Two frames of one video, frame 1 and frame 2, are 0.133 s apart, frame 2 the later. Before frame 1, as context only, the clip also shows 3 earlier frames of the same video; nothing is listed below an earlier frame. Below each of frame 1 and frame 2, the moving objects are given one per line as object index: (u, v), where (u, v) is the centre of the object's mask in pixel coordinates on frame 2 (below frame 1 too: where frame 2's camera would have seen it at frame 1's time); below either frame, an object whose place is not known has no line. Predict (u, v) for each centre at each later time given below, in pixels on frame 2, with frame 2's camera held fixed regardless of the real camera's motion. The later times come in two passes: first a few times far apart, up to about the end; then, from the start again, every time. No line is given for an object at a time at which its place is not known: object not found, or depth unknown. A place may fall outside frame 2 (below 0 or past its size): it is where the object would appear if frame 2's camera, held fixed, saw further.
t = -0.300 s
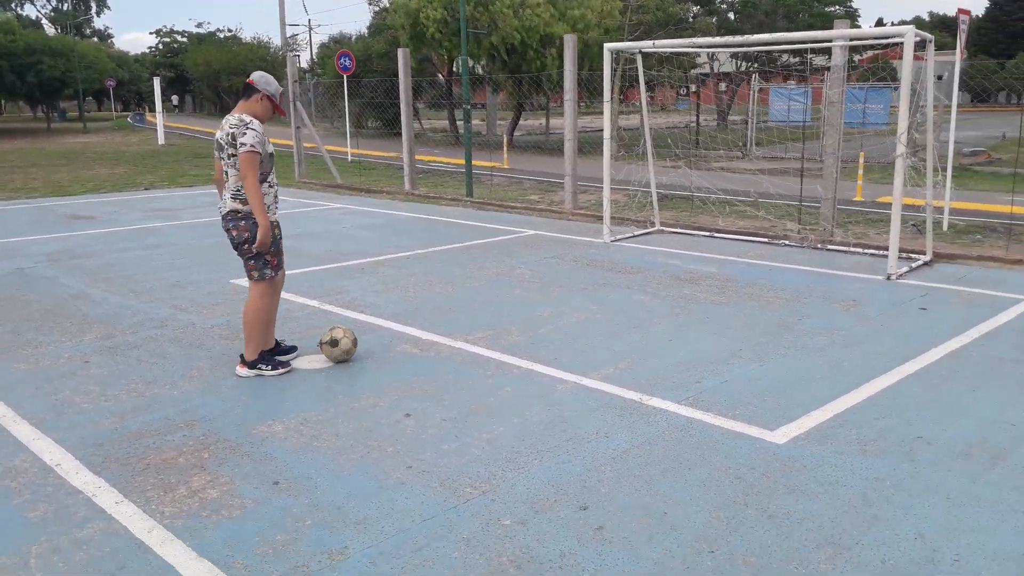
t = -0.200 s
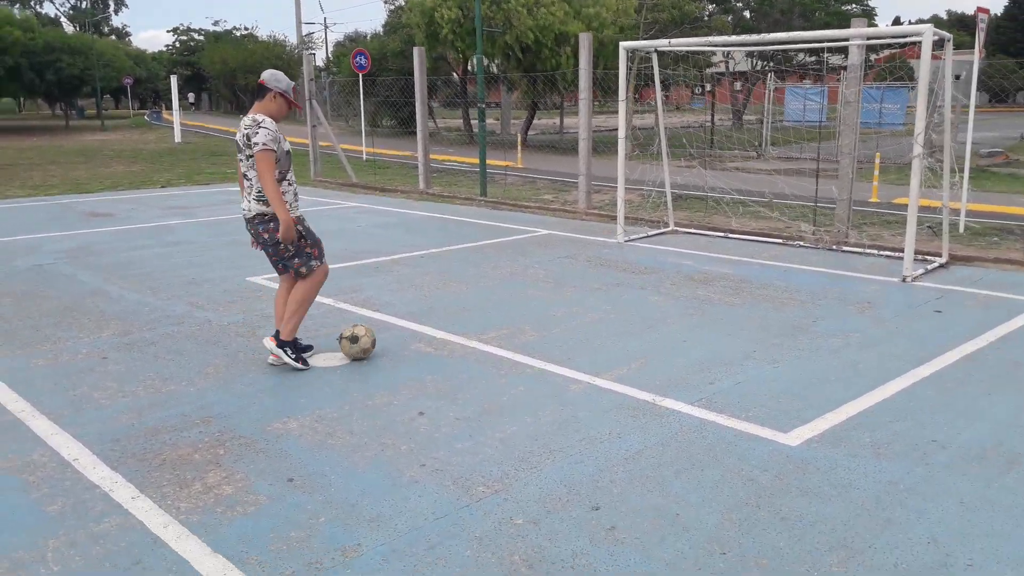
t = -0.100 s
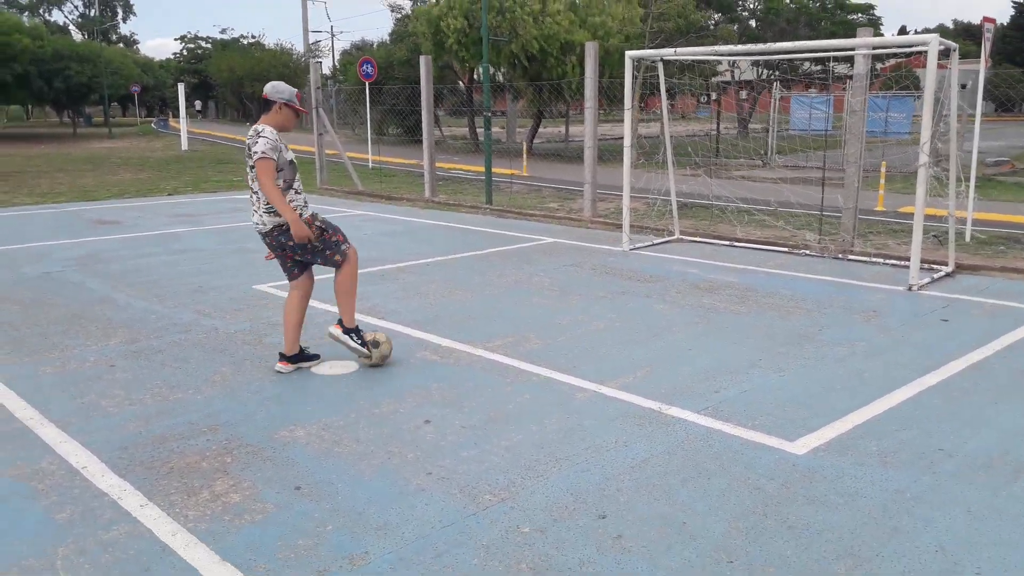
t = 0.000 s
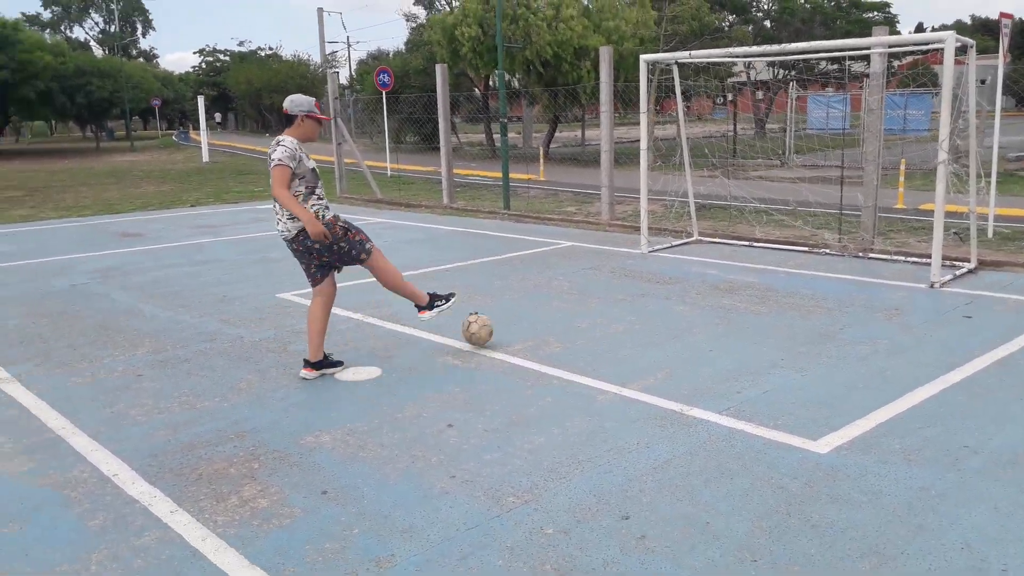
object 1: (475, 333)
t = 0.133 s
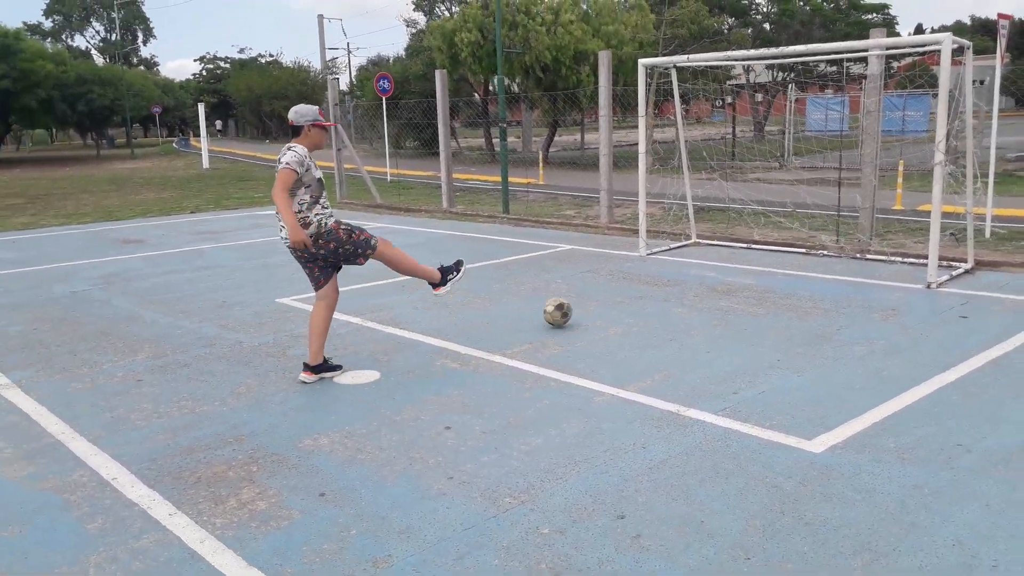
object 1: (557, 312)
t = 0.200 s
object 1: (588, 304)
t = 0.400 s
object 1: (657, 287)
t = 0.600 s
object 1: (709, 272)
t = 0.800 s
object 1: (754, 259)
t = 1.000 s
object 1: (790, 249)
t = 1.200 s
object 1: (820, 220)
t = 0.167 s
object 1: (573, 307)
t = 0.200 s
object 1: (588, 304)
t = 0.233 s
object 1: (603, 302)
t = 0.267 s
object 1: (616, 299)
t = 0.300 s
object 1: (626, 294)
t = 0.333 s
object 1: (637, 290)
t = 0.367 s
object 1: (647, 288)
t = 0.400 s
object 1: (657, 287)
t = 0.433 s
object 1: (667, 284)
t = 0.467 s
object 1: (676, 280)
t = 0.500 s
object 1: (684, 277)
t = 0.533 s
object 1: (693, 274)
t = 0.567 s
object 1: (702, 274)
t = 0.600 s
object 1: (709, 272)
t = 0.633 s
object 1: (717, 268)
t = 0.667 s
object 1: (725, 265)
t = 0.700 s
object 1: (732, 264)
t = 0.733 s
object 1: (740, 264)
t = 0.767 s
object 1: (746, 262)
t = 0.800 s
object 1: (754, 259)
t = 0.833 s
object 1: (760, 257)
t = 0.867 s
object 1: (767, 256)
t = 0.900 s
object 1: (773, 253)
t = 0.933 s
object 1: (779, 252)
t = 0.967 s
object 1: (785, 250)
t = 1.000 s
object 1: (790, 249)
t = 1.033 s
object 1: (797, 246)
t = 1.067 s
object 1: (802, 244)
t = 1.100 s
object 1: (808, 237)
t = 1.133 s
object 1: (810, 230)
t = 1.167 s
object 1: (815, 224)
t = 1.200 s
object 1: (820, 220)
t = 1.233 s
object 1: (824, 217)
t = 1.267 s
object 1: (828, 215)
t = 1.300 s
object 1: (832, 214)
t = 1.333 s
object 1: (833, 212)
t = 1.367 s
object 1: (831, 211)
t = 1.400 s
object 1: (828, 211)
